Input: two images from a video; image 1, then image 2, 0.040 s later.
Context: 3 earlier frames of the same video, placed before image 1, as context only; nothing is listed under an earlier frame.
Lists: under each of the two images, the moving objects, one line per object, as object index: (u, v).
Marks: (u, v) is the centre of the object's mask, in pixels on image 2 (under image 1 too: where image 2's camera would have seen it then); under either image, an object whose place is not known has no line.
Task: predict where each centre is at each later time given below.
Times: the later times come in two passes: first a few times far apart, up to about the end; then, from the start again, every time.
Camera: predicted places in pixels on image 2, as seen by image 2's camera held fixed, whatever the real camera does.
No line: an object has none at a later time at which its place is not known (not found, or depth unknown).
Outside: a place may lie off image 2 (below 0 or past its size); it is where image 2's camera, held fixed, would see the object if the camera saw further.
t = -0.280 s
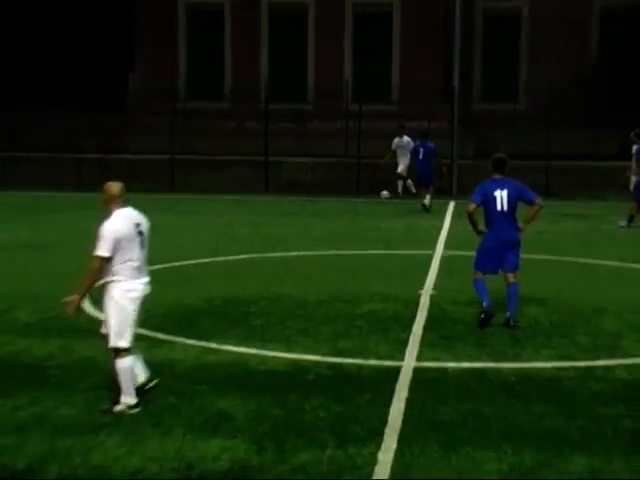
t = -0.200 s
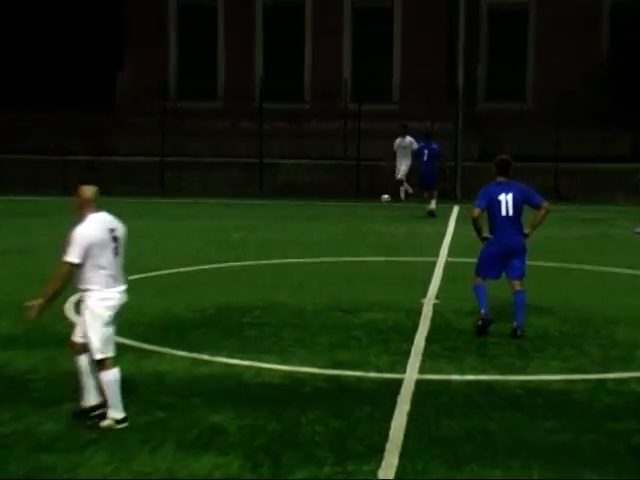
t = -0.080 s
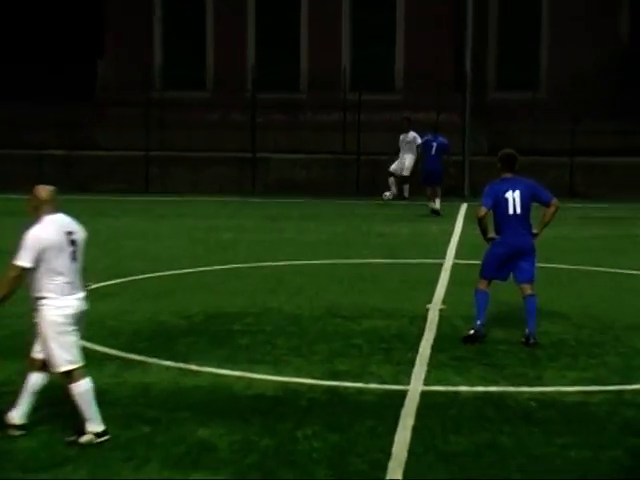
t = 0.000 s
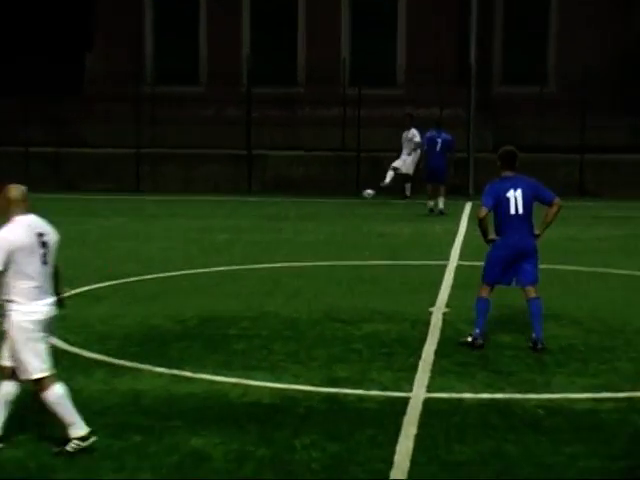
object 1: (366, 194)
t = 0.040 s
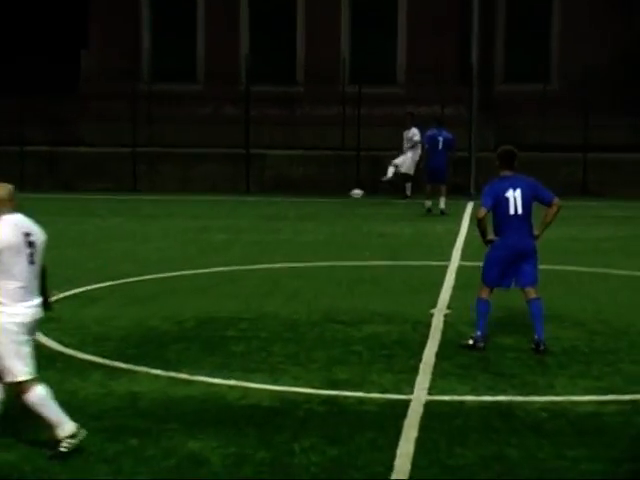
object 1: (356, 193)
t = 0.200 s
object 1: (307, 204)
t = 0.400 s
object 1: (247, 210)
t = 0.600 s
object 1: (187, 224)
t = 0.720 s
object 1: (153, 238)
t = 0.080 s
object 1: (347, 191)
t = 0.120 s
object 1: (334, 194)
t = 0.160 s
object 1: (322, 199)
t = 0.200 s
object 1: (307, 204)
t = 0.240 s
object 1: (296, 207)
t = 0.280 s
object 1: (284, 206)
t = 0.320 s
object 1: (271, 207)
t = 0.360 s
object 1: (261, 207)
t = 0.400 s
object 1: (247, 210)
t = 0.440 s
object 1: (235, 215)
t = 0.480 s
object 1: (222, 223)
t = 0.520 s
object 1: (210, 223)
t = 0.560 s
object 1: (199, 222)
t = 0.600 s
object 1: (187, 224)
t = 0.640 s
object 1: (175, 227)
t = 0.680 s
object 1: (164, 231)
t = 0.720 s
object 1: (153, 238)
